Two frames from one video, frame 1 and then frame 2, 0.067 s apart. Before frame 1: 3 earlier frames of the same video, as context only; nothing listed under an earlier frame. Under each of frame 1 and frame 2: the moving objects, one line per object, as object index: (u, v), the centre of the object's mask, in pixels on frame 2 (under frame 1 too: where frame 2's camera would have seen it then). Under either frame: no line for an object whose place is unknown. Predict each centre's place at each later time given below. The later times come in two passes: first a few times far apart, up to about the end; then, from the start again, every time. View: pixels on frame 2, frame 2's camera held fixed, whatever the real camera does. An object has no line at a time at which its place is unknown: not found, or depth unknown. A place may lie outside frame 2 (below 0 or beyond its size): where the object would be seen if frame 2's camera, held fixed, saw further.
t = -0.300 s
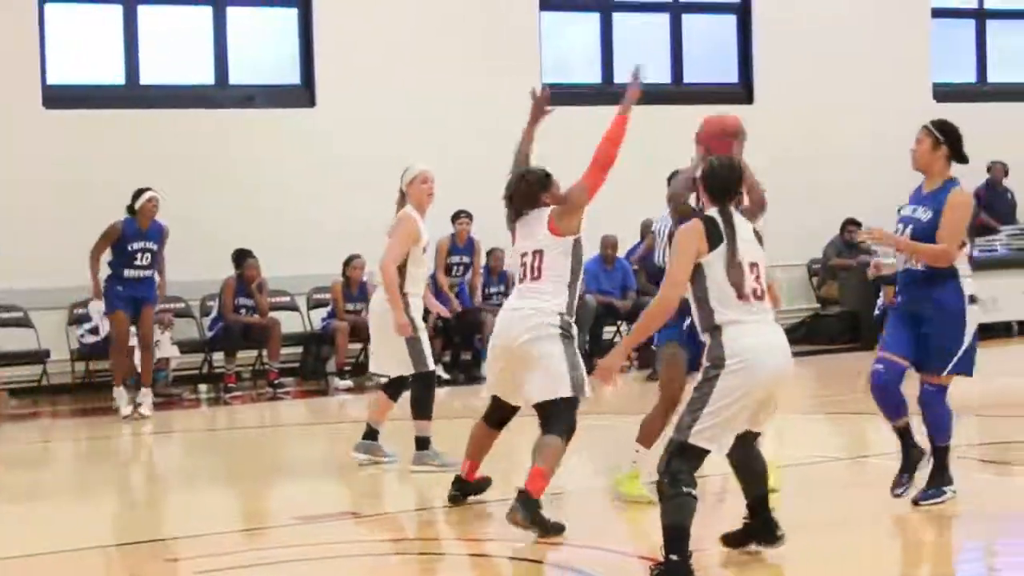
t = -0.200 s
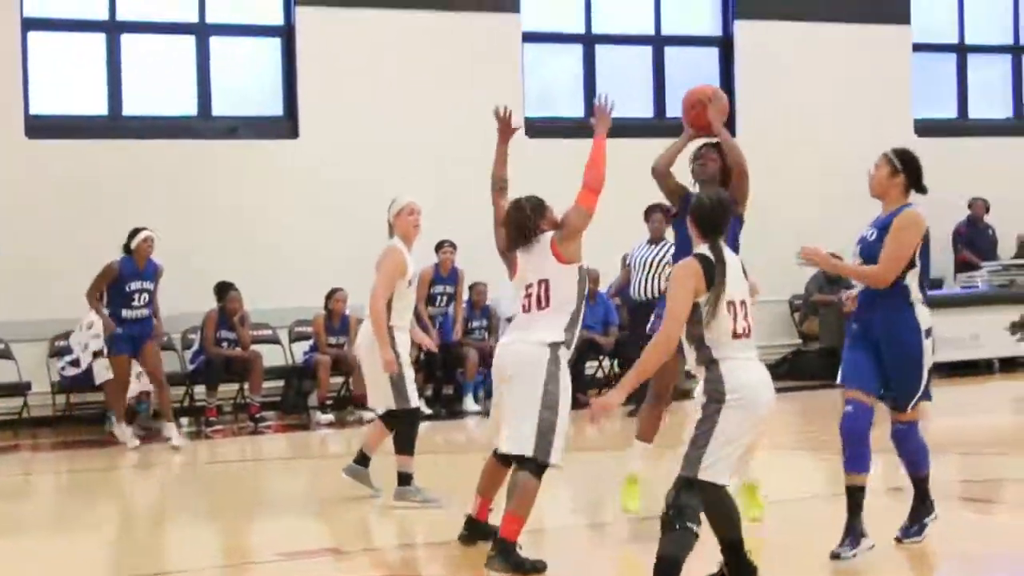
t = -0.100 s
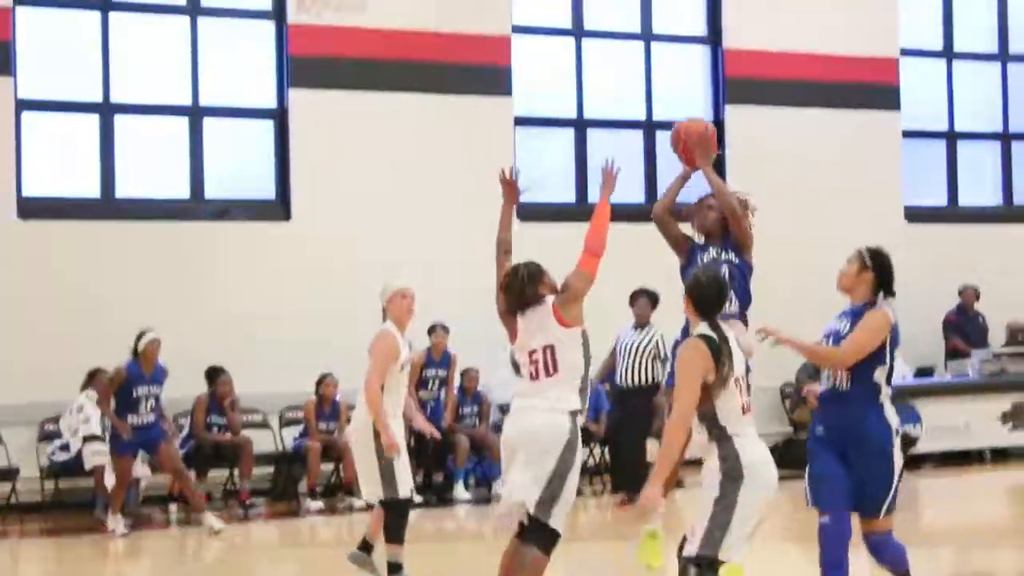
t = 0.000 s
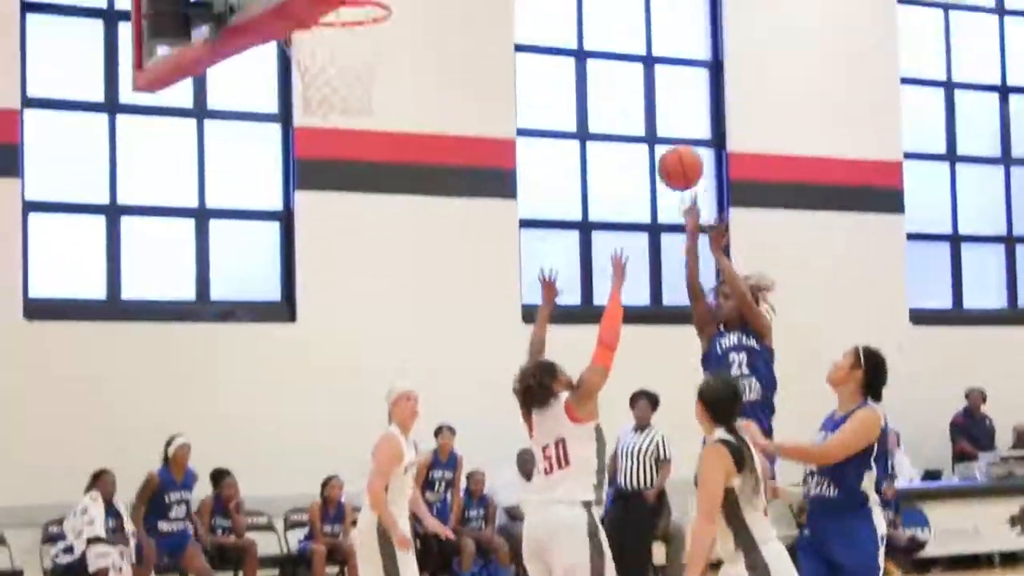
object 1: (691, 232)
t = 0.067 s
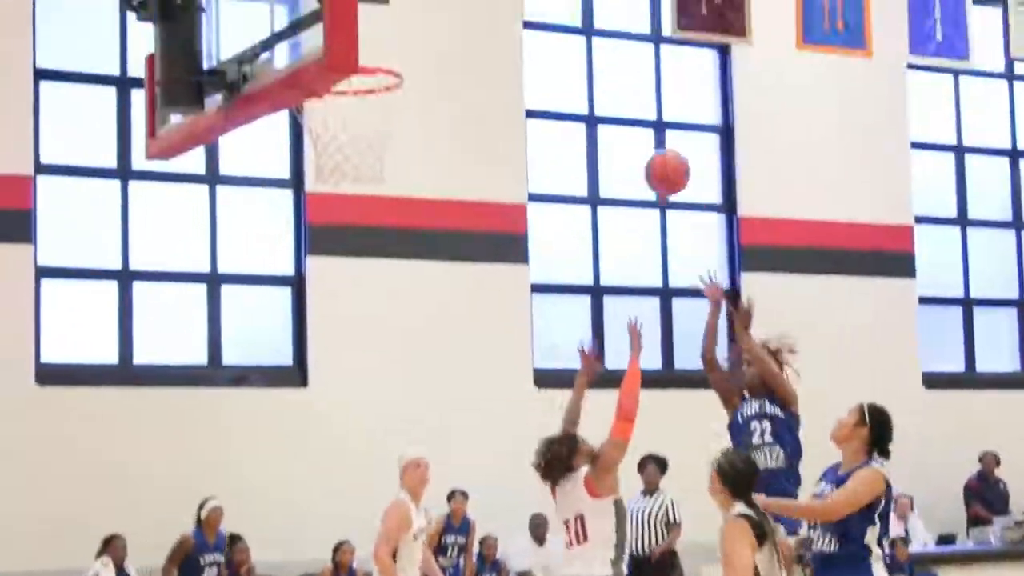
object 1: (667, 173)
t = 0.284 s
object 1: (588, 31)
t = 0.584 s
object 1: (465, -23)
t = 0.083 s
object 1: (661, 159)
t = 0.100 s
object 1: (655, 145)
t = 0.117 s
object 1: (649, 133)
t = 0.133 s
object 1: (644, 121)
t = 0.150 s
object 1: (638, 109)
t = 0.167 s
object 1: (631, 99)
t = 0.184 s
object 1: (625, 87)
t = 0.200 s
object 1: (619, 76)
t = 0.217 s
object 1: (613, 67)
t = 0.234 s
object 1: (607, 57)
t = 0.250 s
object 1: (600, 48)
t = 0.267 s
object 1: (594, 40)
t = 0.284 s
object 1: (588, 31)
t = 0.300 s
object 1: (582, 25)
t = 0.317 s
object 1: (575, 17)
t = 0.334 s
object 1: (569, 10)
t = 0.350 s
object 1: (563, 4)
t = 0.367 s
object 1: (556, -1)
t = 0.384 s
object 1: (549, -7)
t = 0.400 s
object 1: (542, -12)
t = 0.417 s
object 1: (535, -16)
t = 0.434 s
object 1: (529, -19)
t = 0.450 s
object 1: (521, -23)
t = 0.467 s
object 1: (515, -24)
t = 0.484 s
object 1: (507, -26)
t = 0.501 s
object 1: (501, -27)
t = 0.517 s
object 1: (493, -28)
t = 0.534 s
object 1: (486, -28)
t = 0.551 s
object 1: (479, -27)
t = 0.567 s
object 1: (472, -26)
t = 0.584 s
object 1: (465, -23)
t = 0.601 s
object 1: (457, -21)
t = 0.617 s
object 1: (450, -17)
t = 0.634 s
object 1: (441, -13)
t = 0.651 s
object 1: (434, -8)
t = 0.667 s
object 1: (425, -3)
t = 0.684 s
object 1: (416, 4)
